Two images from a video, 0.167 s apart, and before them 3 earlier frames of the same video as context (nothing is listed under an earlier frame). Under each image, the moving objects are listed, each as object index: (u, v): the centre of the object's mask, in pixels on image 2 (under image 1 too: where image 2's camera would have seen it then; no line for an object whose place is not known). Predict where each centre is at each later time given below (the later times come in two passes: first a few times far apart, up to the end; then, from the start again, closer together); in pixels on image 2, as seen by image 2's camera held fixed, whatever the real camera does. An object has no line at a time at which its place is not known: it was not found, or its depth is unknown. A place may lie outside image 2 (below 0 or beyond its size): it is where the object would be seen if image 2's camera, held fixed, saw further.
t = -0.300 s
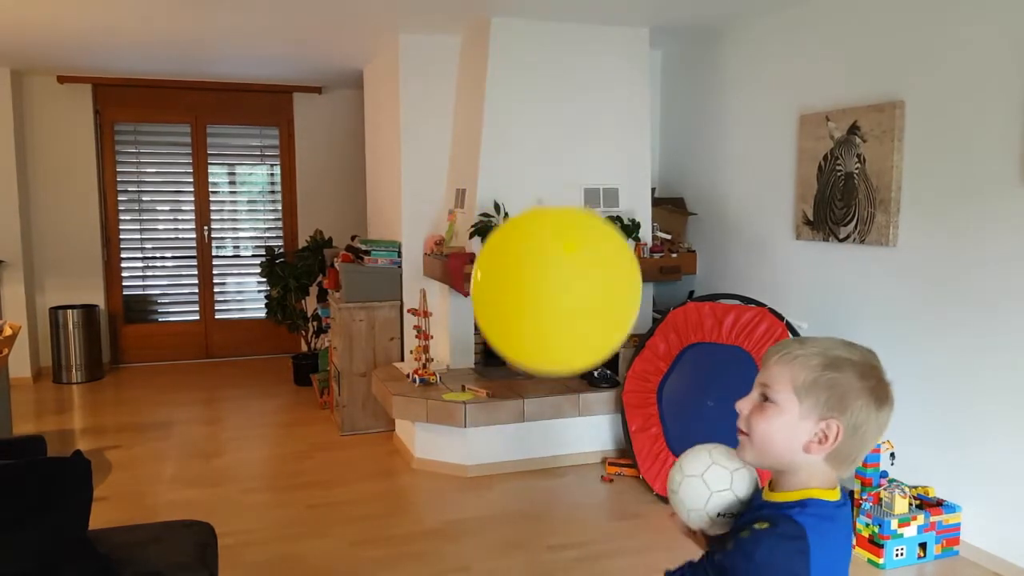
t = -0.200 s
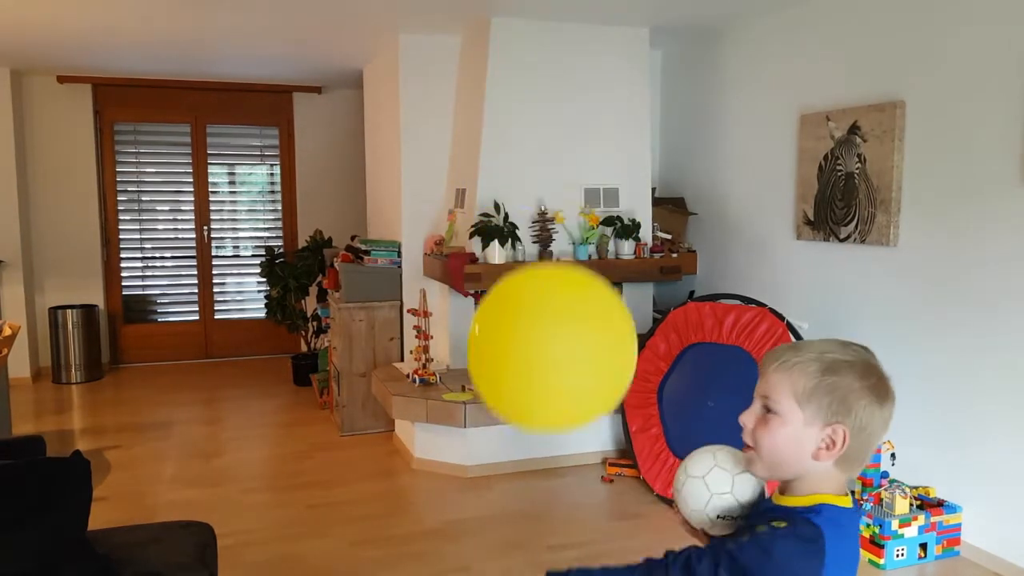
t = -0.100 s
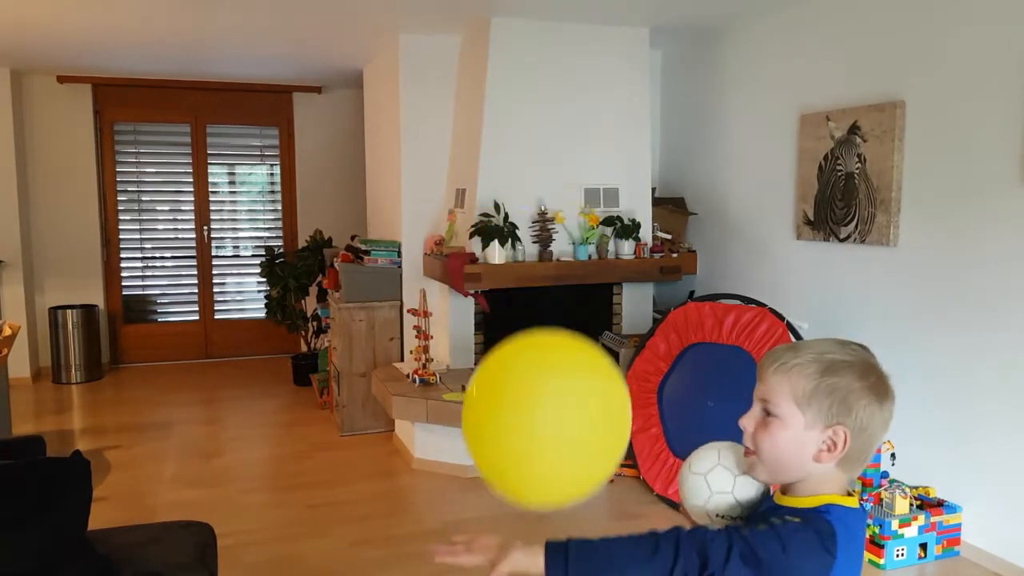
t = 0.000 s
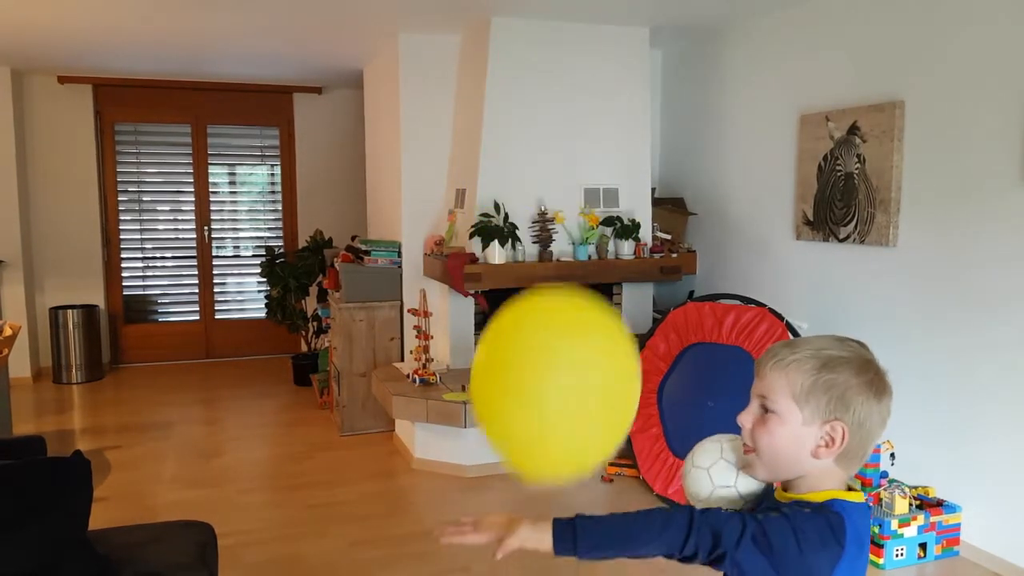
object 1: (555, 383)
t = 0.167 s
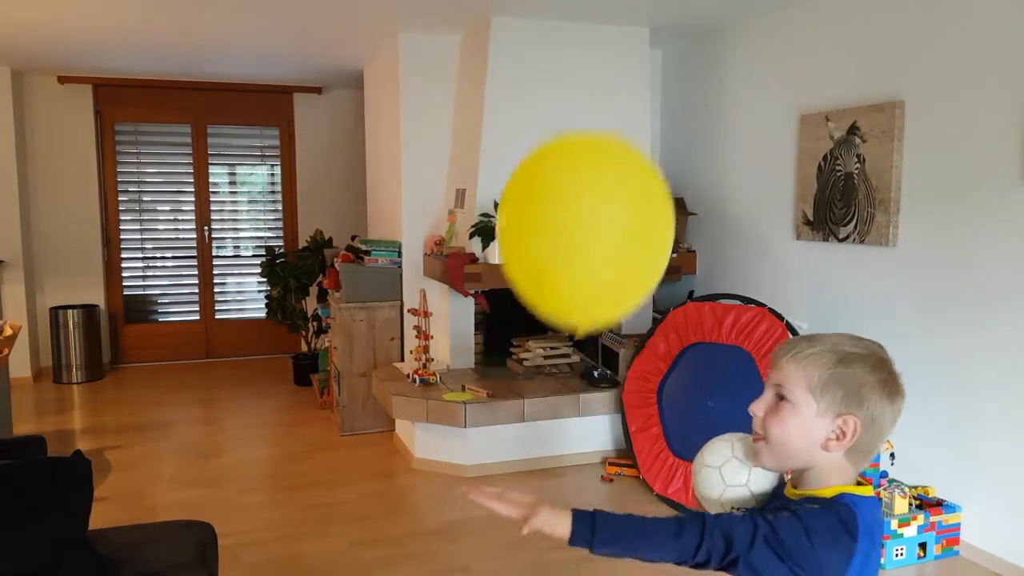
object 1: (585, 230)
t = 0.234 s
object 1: (597, 178)
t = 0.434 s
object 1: (625, 77)
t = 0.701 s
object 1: (662, 51)
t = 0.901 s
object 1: (687, 63)
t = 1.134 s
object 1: (709, 129)
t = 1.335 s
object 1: (712, 255)
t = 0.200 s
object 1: (591, 203)
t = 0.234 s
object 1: (597, 178)
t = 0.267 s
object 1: (602, 153)
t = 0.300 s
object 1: (606, 133)
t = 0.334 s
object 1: (612, 112)
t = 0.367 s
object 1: (616, 96)
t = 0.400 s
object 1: (621, 85)
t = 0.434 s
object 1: (625, 77)
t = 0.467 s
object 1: (630, 69)
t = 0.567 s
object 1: (644, 57)
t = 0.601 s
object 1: (649, 54)
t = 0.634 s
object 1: (653, 52)
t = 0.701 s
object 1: (662, 51)
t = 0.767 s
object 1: (671, 52)
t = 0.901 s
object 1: (687, 63)
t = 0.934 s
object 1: (691, 67)
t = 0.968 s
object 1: (695, 72)
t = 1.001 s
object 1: (698, 79)
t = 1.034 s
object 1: (701, 87)
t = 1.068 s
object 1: (704, 97)
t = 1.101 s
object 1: (707, 112)
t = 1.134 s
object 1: (709, 129)
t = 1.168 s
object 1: (710, 147)
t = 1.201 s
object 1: (711, 166)
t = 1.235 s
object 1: (711, 187)
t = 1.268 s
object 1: (712, 210)
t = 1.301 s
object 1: (712, 232)
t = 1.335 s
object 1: (712, 255)
